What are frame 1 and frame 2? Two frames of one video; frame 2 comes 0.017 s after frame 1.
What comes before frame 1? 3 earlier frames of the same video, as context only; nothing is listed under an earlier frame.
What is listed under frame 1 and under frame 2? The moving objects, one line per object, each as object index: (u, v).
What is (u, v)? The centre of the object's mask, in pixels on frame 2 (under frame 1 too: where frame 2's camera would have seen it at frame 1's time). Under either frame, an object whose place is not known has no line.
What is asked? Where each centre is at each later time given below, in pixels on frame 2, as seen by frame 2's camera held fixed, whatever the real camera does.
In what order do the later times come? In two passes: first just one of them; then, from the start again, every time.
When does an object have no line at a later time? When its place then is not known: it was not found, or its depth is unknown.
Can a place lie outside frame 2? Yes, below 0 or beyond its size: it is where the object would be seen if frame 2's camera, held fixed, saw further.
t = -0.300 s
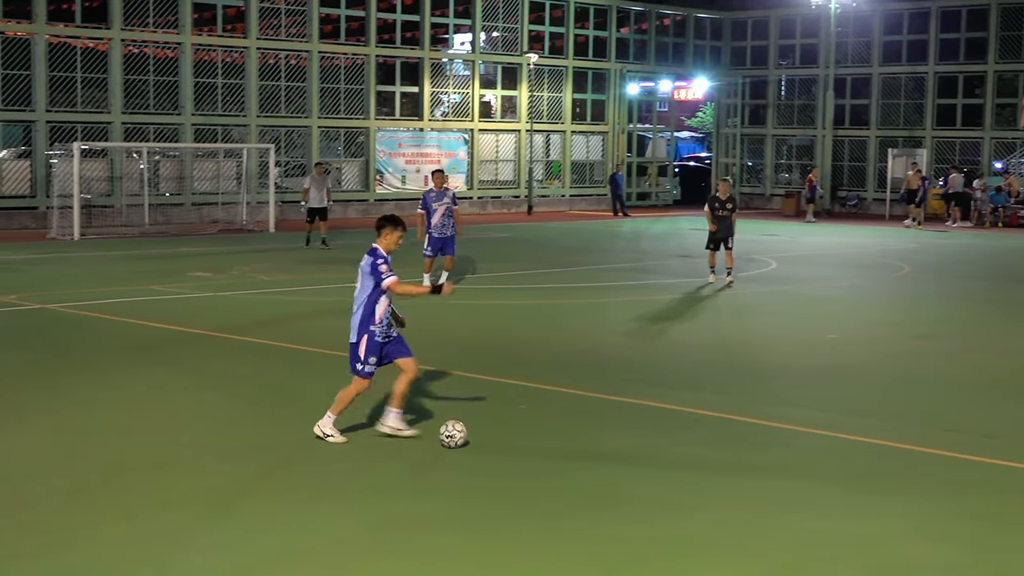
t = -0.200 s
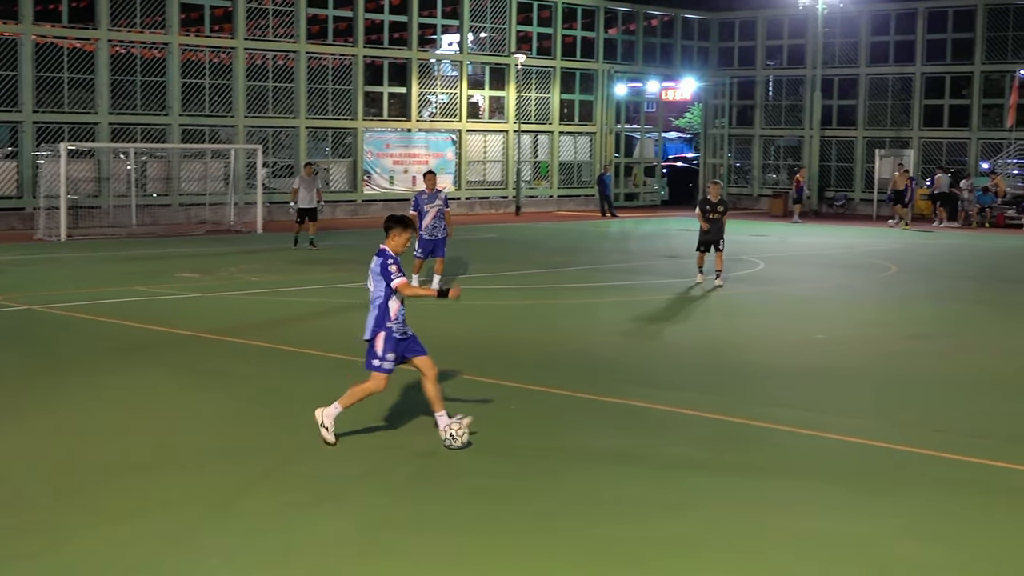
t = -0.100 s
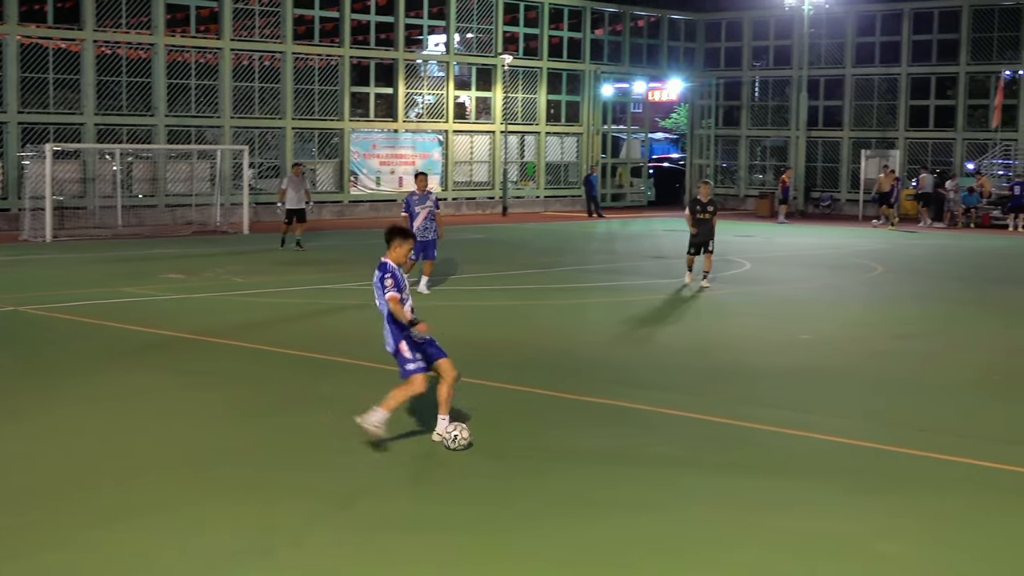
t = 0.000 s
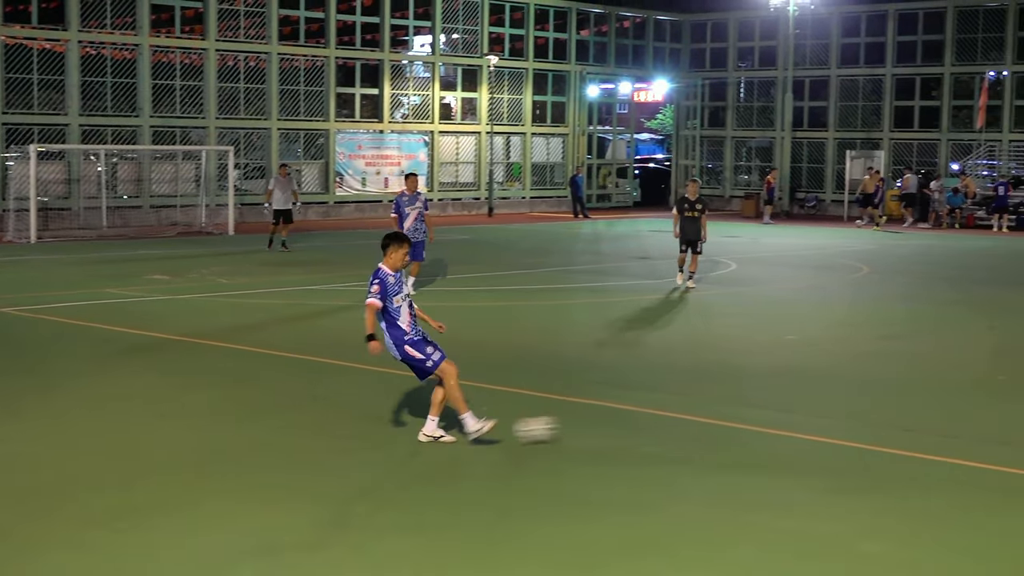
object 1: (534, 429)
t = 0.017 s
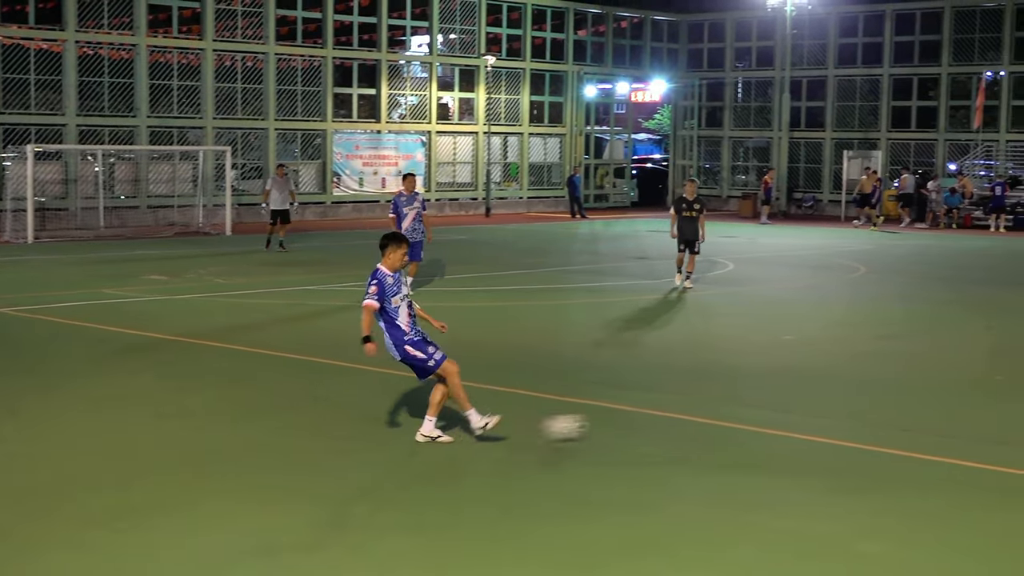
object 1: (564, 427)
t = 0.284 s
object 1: (965, 403)
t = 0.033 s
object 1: (593, 425)
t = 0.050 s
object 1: (622, 423)
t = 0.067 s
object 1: (652, 421)
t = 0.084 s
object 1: (679, 418)
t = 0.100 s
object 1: (707, 417)
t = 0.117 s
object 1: (733, 416)
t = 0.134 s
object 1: (759, 414)
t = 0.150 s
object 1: (784, 412)
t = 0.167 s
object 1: (808, 411)
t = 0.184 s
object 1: (832, 410)
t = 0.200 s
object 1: (856, 409)
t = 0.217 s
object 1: (879, 408)
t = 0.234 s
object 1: (900, 407)
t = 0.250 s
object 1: (924, 405)
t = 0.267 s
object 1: (945, 403)
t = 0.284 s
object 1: (965, 403)
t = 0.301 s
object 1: (991, 403)
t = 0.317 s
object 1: (1011, 403)
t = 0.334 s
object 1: (1030, 403)
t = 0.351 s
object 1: (1049, 404)
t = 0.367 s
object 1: (1067, 402)
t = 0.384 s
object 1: (1086, 401)
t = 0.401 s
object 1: (1103, 401)
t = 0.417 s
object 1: (1122, 401)
